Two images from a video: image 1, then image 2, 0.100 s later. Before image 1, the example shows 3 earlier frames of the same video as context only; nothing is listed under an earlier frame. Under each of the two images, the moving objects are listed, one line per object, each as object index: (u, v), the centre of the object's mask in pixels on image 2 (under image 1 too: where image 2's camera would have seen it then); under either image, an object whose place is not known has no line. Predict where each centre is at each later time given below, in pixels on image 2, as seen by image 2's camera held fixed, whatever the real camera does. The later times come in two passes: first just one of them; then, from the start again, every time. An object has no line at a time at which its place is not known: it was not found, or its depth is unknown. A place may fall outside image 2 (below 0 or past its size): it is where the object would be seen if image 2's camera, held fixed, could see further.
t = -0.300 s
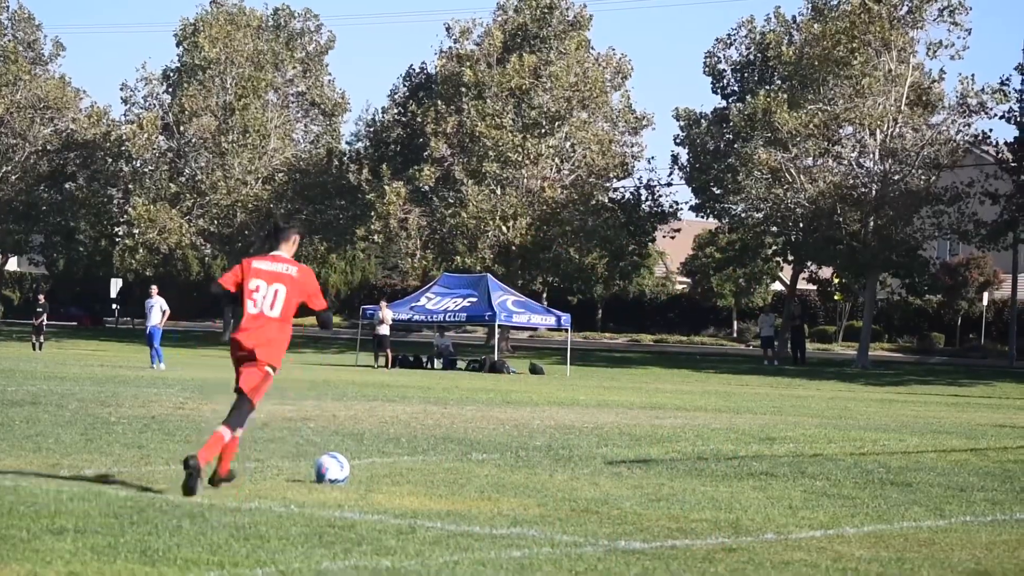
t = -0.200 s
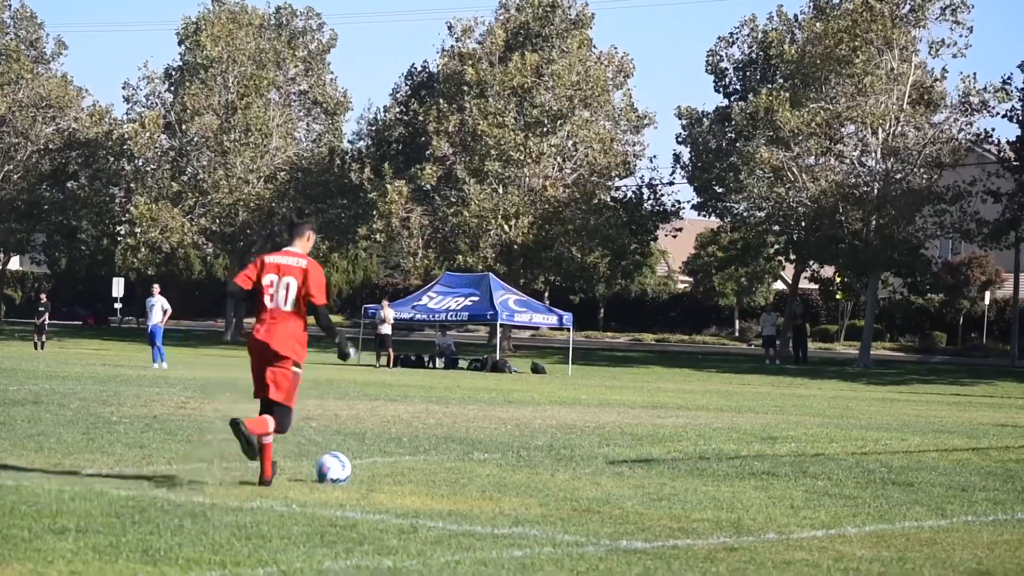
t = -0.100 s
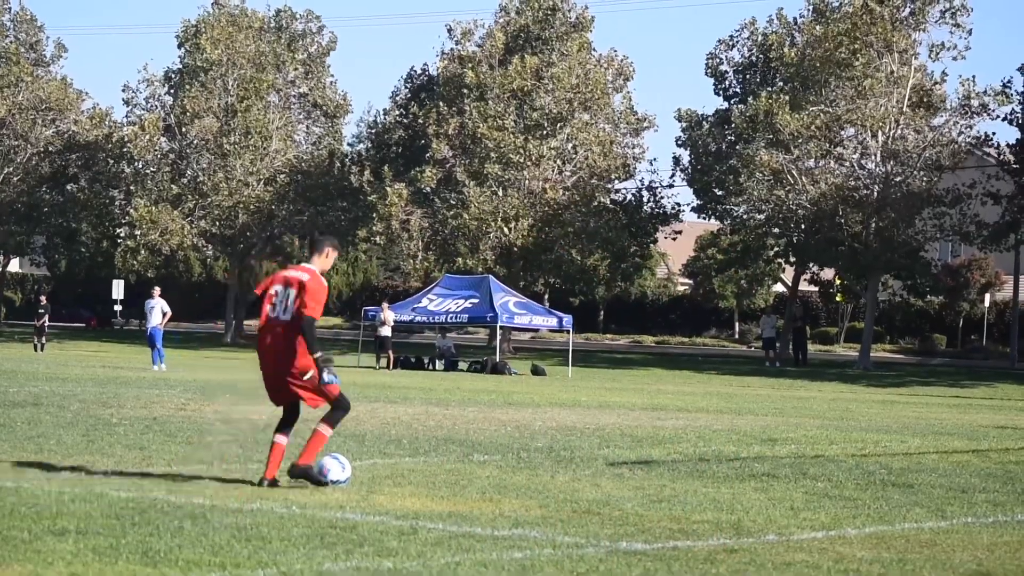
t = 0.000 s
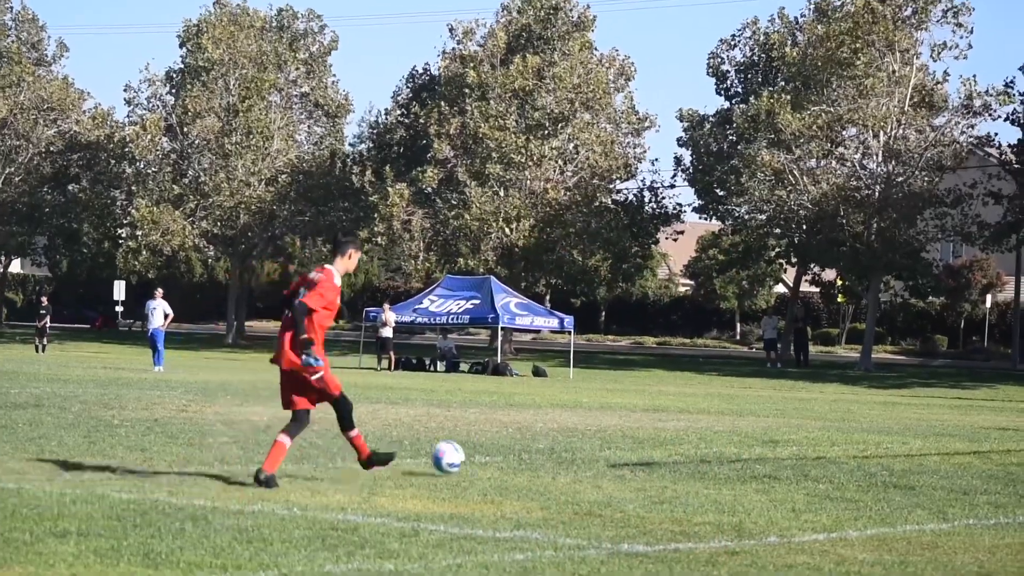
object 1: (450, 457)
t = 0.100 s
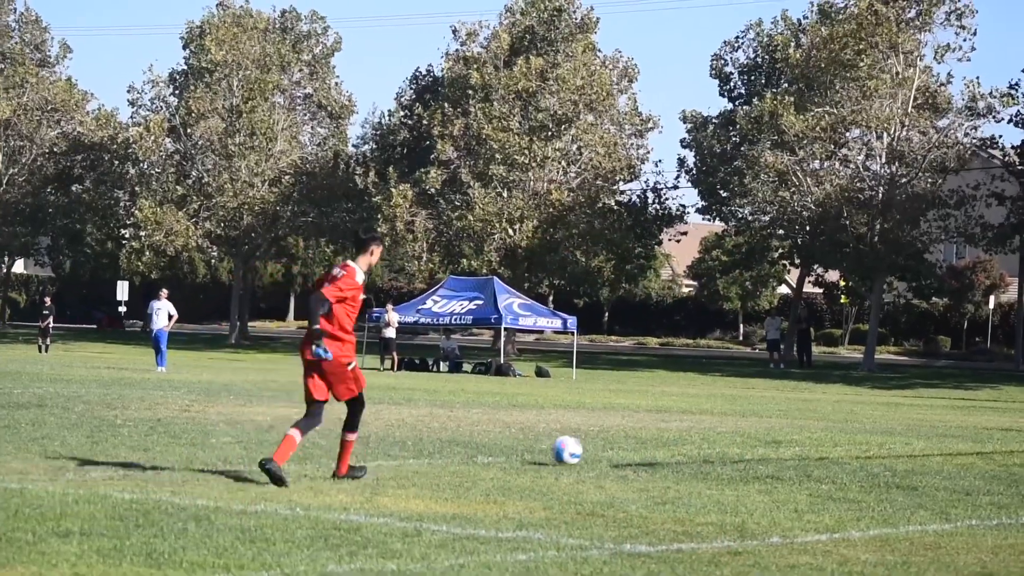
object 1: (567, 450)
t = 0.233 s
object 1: (681, 441)
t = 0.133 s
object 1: (601, 450)
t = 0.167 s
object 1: (630, 449)
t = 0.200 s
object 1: (657, 445)
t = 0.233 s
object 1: (681, 441)
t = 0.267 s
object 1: (704, 438)
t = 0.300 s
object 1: (727, 436)
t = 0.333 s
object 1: (748, 435)
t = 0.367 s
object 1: (767, 436)
